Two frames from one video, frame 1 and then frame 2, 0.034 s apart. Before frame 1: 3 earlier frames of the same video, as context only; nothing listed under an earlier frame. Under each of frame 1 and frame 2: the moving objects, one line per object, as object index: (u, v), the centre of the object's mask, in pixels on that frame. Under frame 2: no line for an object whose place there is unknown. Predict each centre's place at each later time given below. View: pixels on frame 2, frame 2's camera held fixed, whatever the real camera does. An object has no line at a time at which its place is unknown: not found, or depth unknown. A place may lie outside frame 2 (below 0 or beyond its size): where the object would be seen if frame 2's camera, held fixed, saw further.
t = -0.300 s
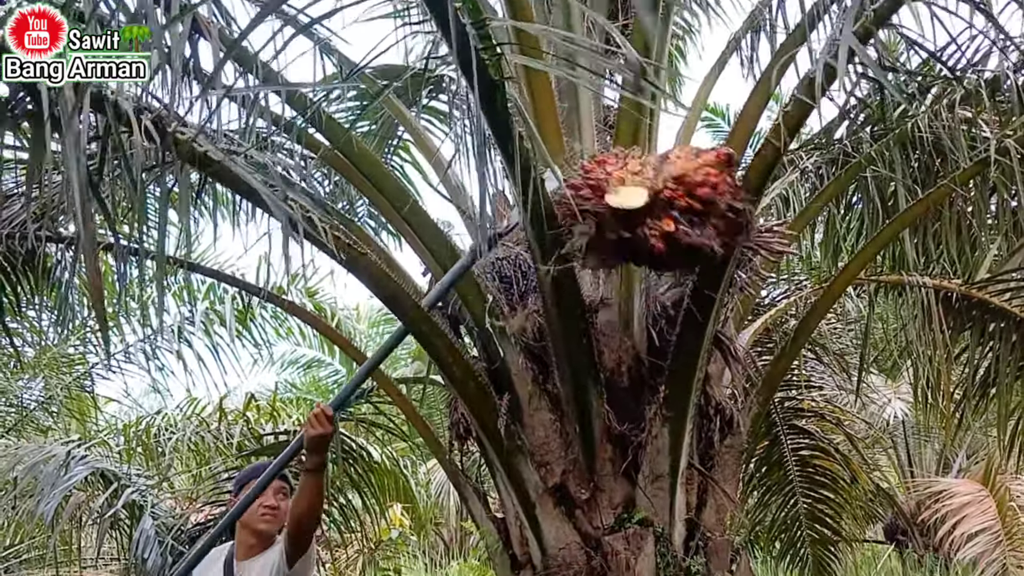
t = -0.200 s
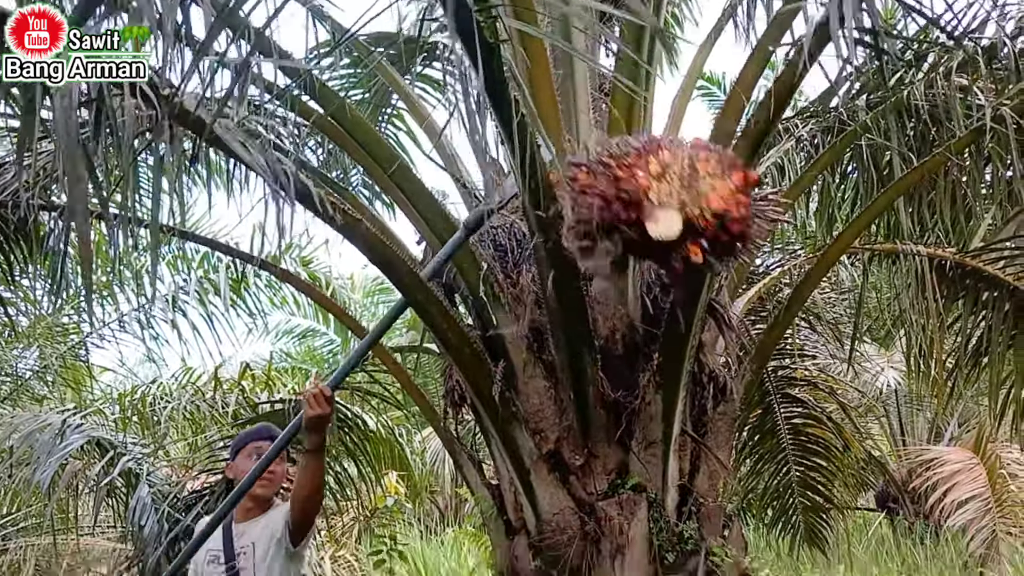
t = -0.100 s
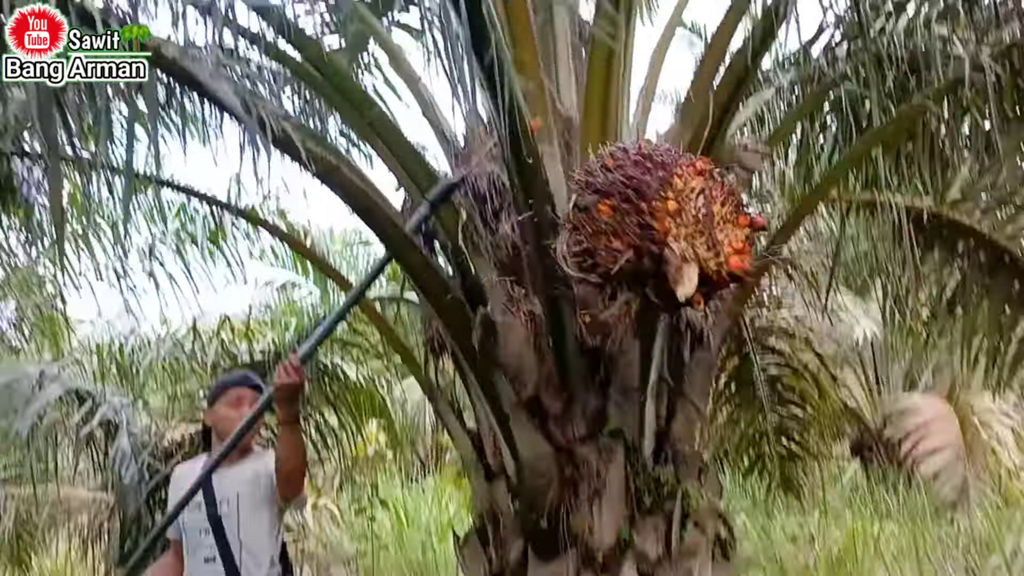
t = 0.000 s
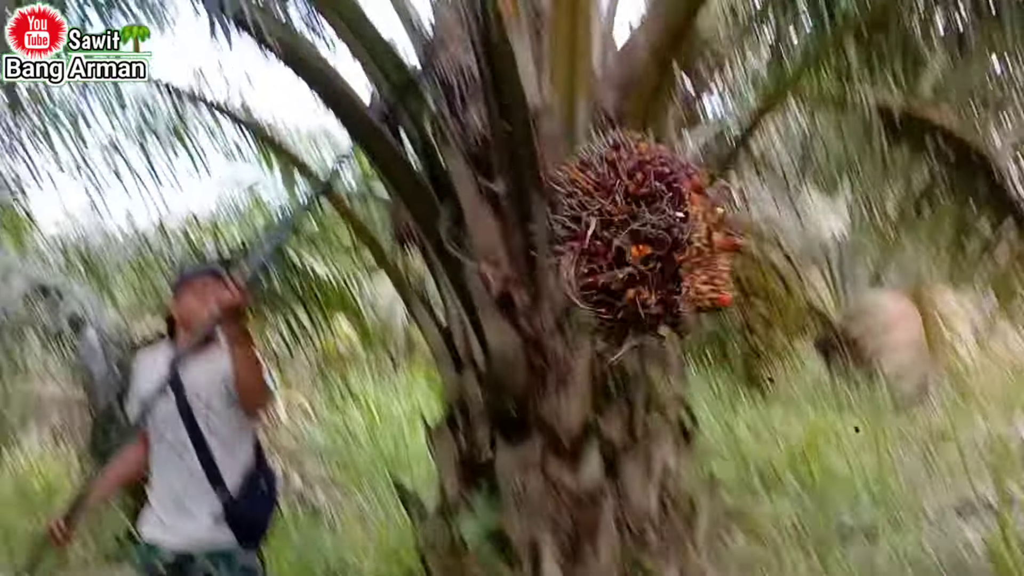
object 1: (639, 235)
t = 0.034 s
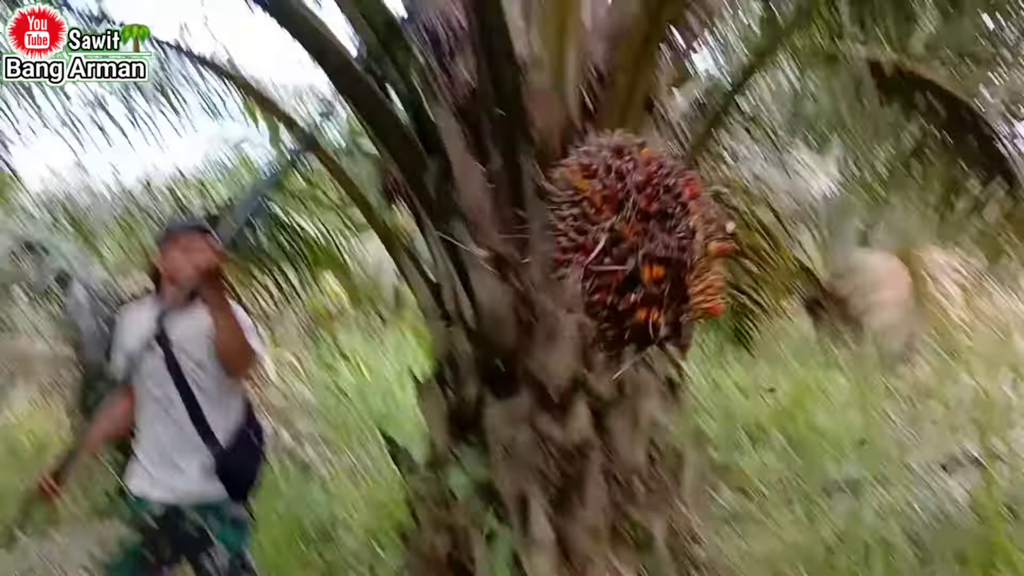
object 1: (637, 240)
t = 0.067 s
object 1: (643, 297)
